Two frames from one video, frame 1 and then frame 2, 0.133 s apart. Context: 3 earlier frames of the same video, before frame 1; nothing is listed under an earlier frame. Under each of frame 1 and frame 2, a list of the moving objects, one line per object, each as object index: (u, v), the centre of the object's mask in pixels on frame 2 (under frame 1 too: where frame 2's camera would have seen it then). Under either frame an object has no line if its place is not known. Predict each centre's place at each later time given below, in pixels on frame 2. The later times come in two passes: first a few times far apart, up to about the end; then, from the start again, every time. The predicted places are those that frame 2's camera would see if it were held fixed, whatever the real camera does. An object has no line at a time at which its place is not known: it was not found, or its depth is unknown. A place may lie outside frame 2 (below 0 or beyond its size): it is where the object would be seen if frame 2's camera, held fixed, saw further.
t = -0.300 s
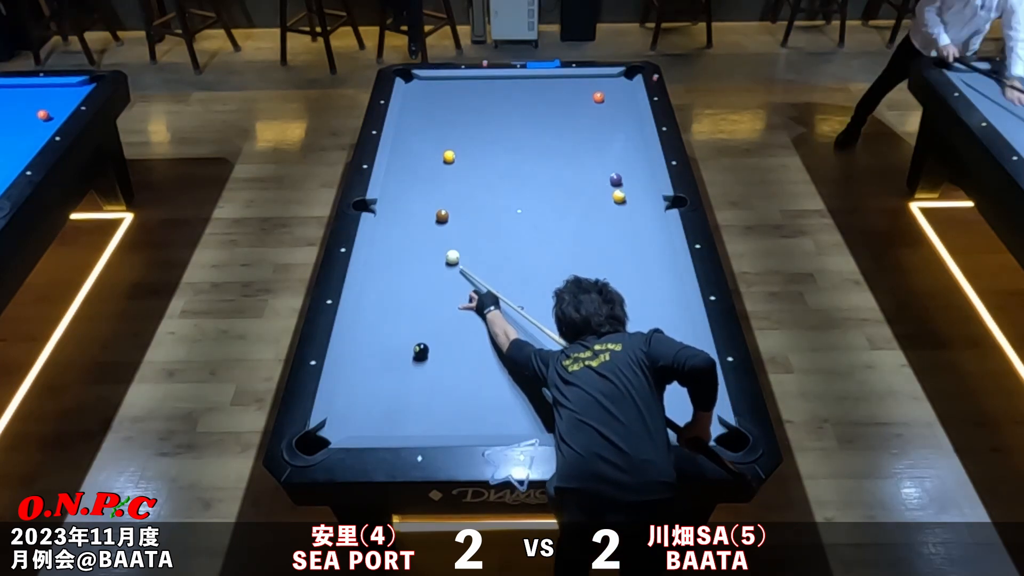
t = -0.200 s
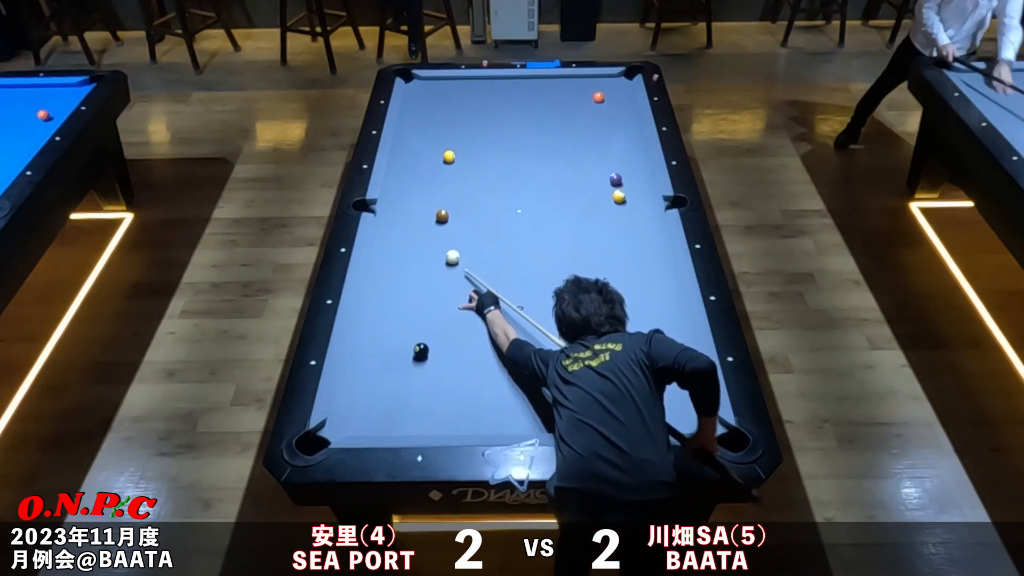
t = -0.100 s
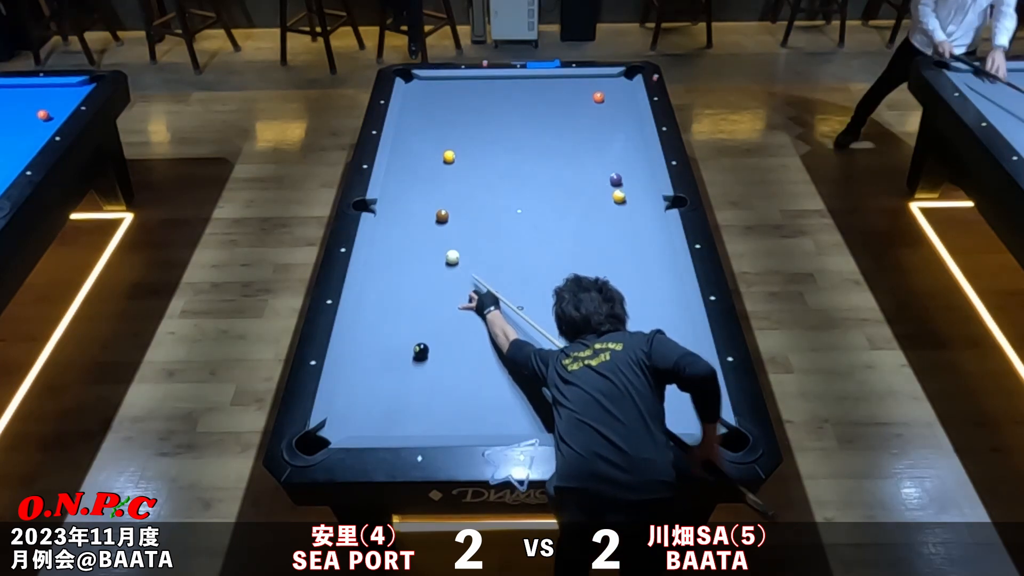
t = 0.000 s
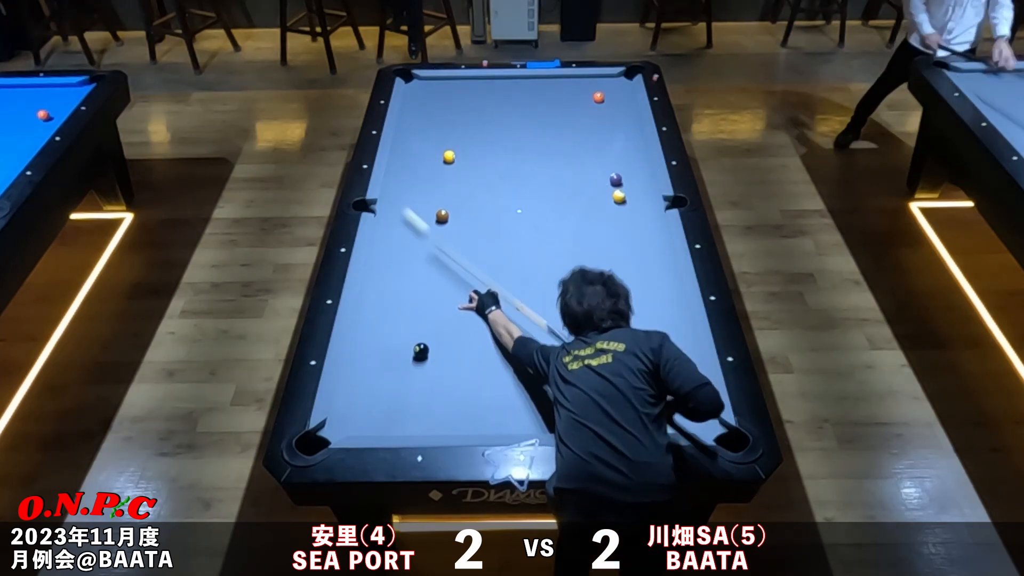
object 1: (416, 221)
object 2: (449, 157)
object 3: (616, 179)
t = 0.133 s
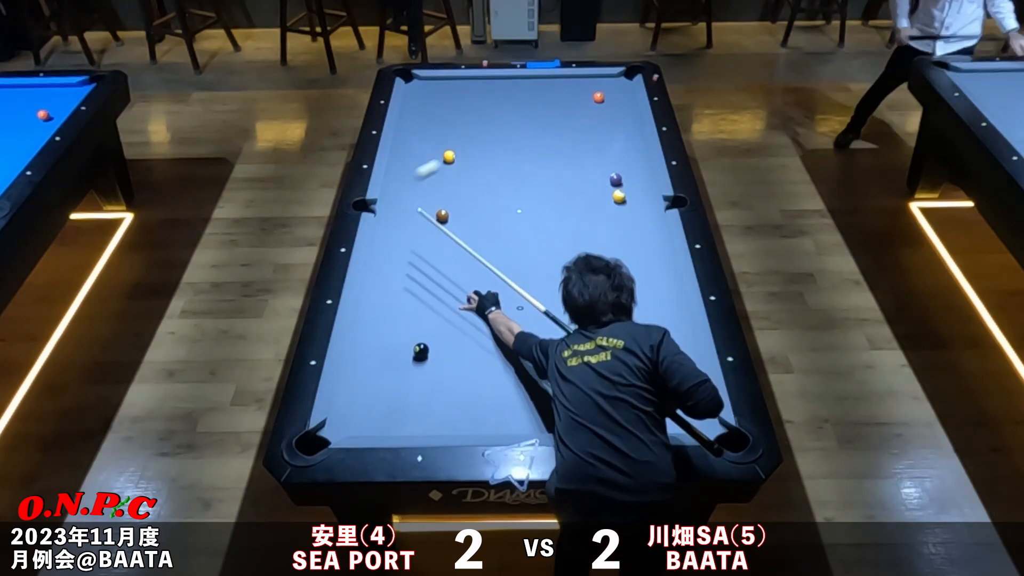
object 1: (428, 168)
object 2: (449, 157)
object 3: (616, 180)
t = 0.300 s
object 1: (452, 166)
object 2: (496, 121)
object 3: (616, 180)
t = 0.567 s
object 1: (471, 174)
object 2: (557, 79)
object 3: (616, 179)
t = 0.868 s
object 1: (492, 183)
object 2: (595, 108)
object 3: (616, 180)
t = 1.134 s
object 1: (509, 190)
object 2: (632, 132)
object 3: (616, 180)
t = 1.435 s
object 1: (528, 199)
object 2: (629, 160)
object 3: (616, 180)
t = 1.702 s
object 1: (544, 206)
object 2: (618, 175)
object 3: (610, 189)
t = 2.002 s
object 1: (562, 213)
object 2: (613, 182)
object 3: (595, 207)
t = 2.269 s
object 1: (568, 220)
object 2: (609, 188)
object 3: (588, 221)
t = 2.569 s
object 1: (560, 228)
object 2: (606, 193)
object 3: (595, 236)
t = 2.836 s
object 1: (554, 234)
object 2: (603, 197)
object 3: (602, 248)
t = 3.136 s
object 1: (548, 241)
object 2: (600, 200)
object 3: (609, 260)
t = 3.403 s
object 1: (543, 246)
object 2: (598, 203)
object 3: (615, 271)
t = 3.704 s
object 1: (539, 251)
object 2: (596, 204)
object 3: (622, 283)
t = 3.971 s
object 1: (535, 254)
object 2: (595, 205)
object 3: (628, 292)
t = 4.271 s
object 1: (532, 257)
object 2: (595, 205)
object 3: (633, 302)
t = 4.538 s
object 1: (531, 259)
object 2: (595, 205)
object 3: (637, 309)
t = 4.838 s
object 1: (530, 260)
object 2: (595, 205)
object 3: (642, 317)
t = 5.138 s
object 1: (529, 260)
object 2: (595, 205)
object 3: (644, 322)
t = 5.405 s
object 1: (529, 260)
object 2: (595, 205)
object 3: (647, 327)
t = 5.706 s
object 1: (529, 260)
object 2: (595, 205)
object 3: (649, 330)
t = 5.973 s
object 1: (529, 260)
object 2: (595, 205)
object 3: (650, 332)
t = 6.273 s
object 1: (529, 260)
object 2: (595, 205)
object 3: (651, 333)
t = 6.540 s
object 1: (530, 260)
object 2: (595, 205)
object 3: (651, 333)
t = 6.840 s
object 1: (529, 260)
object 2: (595, 205)
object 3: (651, 333)
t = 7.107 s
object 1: (529, 260)
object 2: (595, 205)
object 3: (651, 333)
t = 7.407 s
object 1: (529, 260)
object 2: (595, 205)
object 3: (651, 333)
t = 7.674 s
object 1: (529, 260)
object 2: (595, 205)
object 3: (651, 333)
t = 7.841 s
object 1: (529, 260)
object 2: (595, 205)
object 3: (651, 333)
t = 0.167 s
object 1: (441, 162)
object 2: (453, 153)
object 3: (616, 180)
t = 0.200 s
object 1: (445, 163)
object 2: (464, 145)
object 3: (616, 180)
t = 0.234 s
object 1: (448, 164)
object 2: (476, 137)
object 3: (616, 180)
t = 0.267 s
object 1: (450, 165)
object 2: (486, 129)
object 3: (616, 179)
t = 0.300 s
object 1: (452, 166)
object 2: (496, 121)
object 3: (616, 180)
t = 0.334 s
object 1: (455, 167)
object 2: (506, 114)
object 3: (616, 179)
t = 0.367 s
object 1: (457, 168)
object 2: (515, 107)
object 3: (616, 179)
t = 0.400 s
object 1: (460, 169)
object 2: (523, 101)
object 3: (616, 180)
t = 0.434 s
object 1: (462, 170)
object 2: (531, 95)
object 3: (616, 180)
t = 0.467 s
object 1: (464, 171)
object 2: (539, 89)
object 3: (616, 180)
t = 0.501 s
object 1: (467, 172)
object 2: (546, 83)
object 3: (616, 180)
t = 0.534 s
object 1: (469, 173)
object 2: (553, 79)
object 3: (616, 180)
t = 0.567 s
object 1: (471, 174)
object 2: (557, 79)
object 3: (616, 179)
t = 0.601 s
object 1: (474, 175)
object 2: (562, 83)
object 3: (616, 179)
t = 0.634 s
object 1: (476, 176)
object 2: (566, 86)
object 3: (616, 180)
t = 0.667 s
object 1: (478, 177)
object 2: (570, 90)
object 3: (616, 180)
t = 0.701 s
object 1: (481, 178)
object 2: (574, 93)
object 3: (616, 180)
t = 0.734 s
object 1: (483, 179)
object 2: (578, 96)
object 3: (616, 180)
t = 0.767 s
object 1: (485, 180)
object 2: (583, 99)
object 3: (616, 180)
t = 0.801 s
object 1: (487, 181)
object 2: (587, 102)
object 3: (616, 180)
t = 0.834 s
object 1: (490, 182)
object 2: (591, 105)
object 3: (616, 180)
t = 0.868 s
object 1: (492, 183)
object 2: (595, 108)
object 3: (616, 180)
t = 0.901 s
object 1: (494, 184)
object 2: (600, 110)
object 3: (616, 180)
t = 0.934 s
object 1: (496, 185)
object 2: (604, 113)
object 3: (616, 180)
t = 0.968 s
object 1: (498, 186)
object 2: (608, 117)
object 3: (616, 179)
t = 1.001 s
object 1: (501, 187)
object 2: (613, 120)
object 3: (616, 180)
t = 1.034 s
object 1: (503, 188)
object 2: (617, 122)
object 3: (616, 180)
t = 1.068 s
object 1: (505, 189)
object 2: (622, 126)
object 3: (616, 180)
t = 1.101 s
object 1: (507, 189)
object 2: (627, 129)
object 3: (616, 180)
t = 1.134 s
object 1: (509, 190)
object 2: (632, 132)
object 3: (616, 180)
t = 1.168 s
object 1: (512, 191)
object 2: (636, 135)
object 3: (616, 180)
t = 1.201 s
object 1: (514, 192)
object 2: (641, 139)
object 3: (616, 180)
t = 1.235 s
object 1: (516, 193)
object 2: (639, 142)
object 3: (616, 180)
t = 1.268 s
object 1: (518, 194)
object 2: (638, 145)
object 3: (616, 180)
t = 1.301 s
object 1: (520, 195)
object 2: (636, 147)
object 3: (616, 180)
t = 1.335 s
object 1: (522, 196)
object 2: (634, 151)
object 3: (616, 179)
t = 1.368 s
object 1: (524, 197)
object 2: (632, 154)
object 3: (616, 180)
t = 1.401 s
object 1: (526, 198)
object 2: (630, 157)
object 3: (616, 179)
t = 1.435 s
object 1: (528, 199)
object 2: (629, 160)
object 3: (616, 180)
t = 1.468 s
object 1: (530, 200)
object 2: (626, 163)
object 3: (616, 180)
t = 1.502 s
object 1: (532, 200)
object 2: (625, 166)
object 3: (616, 180)
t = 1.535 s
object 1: (535, 201)
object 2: (623, 168)
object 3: (616, 180)
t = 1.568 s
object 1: (536, 202)
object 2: (621, 171)
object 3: (615, 180)
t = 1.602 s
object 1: (539, 203)
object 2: (620, 173)
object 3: (614, 182)
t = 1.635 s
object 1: (541, 204)
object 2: (619, 174)
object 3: (613, 184)
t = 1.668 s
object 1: (543, 205)
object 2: (618, 175)
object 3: (611, 186)
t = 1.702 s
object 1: (544, 206)
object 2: (618, 175)
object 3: (610, 189)
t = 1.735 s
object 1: (546, 206)
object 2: (617, 176)
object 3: (608, 191)
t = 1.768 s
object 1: (548, 207)
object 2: (617, 177)
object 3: (607, 193)
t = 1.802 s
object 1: (550, 208)
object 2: (616, 178)
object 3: (606, 195)
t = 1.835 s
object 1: (552, 209)
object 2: (616, 179)
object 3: (604, 197)
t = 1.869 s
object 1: (554, 210)
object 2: (615, 179)
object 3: (602, 199)
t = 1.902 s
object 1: (556, 211)
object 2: (615, 180)
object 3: (600, 201)
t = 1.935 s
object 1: (558, 211)
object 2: (614, 181)
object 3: (598, 203)
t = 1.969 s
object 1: (560, 212)
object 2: (614, 182)
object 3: (596, 205)
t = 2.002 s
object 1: (562, 213)
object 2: (613, 182)
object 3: (595, 207)
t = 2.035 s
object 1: (564, 214)
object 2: (613, 183)
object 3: (593, 209)
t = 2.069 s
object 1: (565, 215)
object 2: (612, 184)
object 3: (591, 211)
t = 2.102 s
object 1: (567, 215)
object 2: (612, 184)
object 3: (589, 213)
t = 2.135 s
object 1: (569, 216)
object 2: (611, 185)
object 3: (587, 214)
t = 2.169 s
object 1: (571, 217)
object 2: (611, 186)
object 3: (585, 216)
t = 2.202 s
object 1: (570, 218)
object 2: (610, 187)
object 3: (586, 218)
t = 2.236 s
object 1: (569, 219)
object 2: (610, 187)
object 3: (587, 220)
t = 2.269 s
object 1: (568, 220)
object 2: (609, 188)
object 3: (588, 221)
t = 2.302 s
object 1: (567, 221)
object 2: (609, 188)
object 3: (588, 223)
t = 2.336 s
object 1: (566, 222)
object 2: (609, 189)
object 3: (589, 224)
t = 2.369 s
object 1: (565, 222)
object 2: (608, 190)
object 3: (590, 226)
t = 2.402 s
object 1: (565, 223)
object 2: (608, 190)
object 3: (591, 228)
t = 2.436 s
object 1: (564, 224)
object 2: (607, 191)
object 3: (592, 229)
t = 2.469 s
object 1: (563, 225)
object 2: (607, 192)
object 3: (593, 231)
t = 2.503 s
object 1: (562, 226)
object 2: (606, 192)
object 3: (593, 232)
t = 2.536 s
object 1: (561, 227)
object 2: (606, 193)
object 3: (594, 234)
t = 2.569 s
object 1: (560, 228)
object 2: (606, 193)
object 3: (595, 236)
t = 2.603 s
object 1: (560, 229)
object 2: (605, 194)
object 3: (596, 237)
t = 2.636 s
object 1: (559, 230)
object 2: (605, 194)
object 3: (597, 239)
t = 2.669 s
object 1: (558, 230)
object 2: (604, 195)
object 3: (598, 241)
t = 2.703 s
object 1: (557, 231)
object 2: (604, 195)
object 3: (599, 242)
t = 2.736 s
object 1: (557, 232)
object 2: (604, 196)
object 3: (599, 243)
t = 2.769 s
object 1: (556, 233)
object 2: (603, 196)
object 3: (600, 245)
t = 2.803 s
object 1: (555, 234)
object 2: (603, 197)
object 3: (601, 246)
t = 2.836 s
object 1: (554, 234)
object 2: (603, 197)
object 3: (602, 248)
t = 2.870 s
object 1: (554, 235)
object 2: (602, 198)
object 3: (602, 249)
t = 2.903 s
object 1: (553, 236)
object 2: (602, 198)
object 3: (603, 251)
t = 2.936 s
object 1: (552, 237)
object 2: (602, 198)
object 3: (604, 252)
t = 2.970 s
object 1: (552, 237)
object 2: (601, 199)
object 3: (605, 254)
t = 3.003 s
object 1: (551, 238)
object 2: (601, 199)
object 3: (606, 255)
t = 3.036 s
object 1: (550, 239)
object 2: (600, 199)
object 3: (607, 257)
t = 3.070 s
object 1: (550, 240)
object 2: (600, 200)
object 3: (607, 258)
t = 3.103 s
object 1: (549, 240)
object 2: (600, 200)
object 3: (608, 259)
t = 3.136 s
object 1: (548, 241)
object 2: (600, 200)
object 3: (609, 260)
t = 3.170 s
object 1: (548, 242)
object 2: (599, 201)
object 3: (610, 262)
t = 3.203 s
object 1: (547, 242)
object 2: (599, 201)
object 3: (610, 263)
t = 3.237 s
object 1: (546, 243)
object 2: (599, 201)
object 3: (612, 265)
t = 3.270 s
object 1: (546, 244)
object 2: (598, 202)
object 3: (612, 266)
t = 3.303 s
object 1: (545, 244)
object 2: (598, 202)
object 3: (613, 268)
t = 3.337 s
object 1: (545, 245)
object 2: (598, 202)
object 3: (614, 269)
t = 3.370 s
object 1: (544, 246)
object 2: (598, 202)
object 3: (615, 270)
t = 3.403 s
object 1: (543, 246)
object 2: (598, 203)
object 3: (615, 271)
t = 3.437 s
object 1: (543, 247)
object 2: (597, 203)
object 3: (616, 273)
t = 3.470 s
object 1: (542, 247)
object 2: (597, 203)
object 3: (617, 274)
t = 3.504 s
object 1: (542, 248)
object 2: (597, 203)
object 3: (618, 275)
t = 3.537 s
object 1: (541, 248)
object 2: (597, 203)
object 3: (618, 277)
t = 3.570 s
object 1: (541, 249)
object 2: (597, 204)
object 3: (619, 278)
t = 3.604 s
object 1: (540, 250)
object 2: (596, 204)
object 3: (620, 279)
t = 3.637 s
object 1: (540, 250)
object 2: (596, 204)
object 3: (621, 280)
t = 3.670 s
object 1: (539, 250)
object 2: (596, 204)
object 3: (621, 282)
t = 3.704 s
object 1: (539, 251)
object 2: (596, 204)
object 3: (622, 283)
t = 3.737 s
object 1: (538, 251)
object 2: (596, 205)
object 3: (623, 284)
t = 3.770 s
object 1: (538, 252)
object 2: (596, 205)
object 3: (624, 285)
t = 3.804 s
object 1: (537, 252)
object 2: (596, 205)
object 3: (624, 287)
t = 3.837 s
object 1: (537, 253)
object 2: (596, 205)
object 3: (625, 288)
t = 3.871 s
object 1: (537, 253)
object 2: (596, 205)
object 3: (626, 289)
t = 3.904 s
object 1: (536, 254)
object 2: (595, 205)
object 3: (626, 290)
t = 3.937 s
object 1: (536, 254)
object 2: (595, 205)
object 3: (627, 291)
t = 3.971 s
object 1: (535, 254)
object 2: (595, 205)
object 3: (628, 292)
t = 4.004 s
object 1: (535, 255)
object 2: (595, 205)
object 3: (628, 293)
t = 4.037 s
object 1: (535, 255)
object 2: (595, 205)
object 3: (629, 294)
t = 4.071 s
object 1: (534, 255)
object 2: (595, 205)
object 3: (630, 295)
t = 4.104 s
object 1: (534, 256)
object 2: (595, 205)
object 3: (630, 296)
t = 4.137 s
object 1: (533, 256)
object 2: (595, 205)
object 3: (631, 297)
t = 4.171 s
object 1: (533, 256)
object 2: (595, 205)
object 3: (631, 299)
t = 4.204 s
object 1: (533, 257)
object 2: (595, 205)
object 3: (632, 300)
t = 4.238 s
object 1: (533, 257)
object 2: (595, 205)
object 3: (633, 301)
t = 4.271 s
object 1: (532, 257)
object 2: (595, 205)
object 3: (633, 302)
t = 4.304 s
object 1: (532, 257)
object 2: (595, 205)
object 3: (634, 303)
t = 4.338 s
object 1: (532, 258)
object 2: (595, 205)
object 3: (634, 304)
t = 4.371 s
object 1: (532, 258)
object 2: (595, 205)
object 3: (635, 304)
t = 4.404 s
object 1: (532, 258)
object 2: (595, 205)
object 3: (635, 305)
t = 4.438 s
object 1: (531, 258)
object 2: (595, 205)
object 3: (636, 306)
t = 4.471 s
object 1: (531, 259)
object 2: (595, 205)
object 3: (636, 307)
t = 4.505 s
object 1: (531, 259)
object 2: (595, 205)
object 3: (637, 308)
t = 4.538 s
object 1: (531, 259)
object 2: (595, 205)
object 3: (637, 309)
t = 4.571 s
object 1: (531, 259)
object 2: (595, 205)
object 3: (638, 310)
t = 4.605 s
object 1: (530, 259)
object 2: (595, 205)
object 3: (638, 311)
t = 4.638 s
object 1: (530, 259)
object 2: (595, 205)
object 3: (639, 312)
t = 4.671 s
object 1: (530, 260)
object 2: (595, 205)
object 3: (639, 312)
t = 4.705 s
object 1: (530, 260)
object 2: (595, 205)
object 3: (640, 313)
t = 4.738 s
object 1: (530, 260)
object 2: (595, 205)
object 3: (640, 314)
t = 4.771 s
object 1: (530, 260)
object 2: (595, 205)
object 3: (641, 315)
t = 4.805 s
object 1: (530, 260)
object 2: (595, 205)
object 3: (641, 316)
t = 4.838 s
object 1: (530, 260)
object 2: (595, 205)
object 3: (642, 317)
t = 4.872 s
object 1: (530, 260)
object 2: (595, 205)
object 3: (642, 317)
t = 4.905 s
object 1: (530, 260)
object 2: (595, 205)
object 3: (642, 318)
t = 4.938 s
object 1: (529, 260)
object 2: (595, 205)
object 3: (643, 319)
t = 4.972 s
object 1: (529, 260)
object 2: (595, 205)
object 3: (643, 319)
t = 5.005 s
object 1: (529, 260)
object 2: (595, 205)
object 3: (643, 320)
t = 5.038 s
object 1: (529, 260)
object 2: (595, 205)
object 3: (644, 321)
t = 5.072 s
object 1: (529, 260)
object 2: (595, 205)
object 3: (644, 321)
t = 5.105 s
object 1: (529, 260)
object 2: (595, 205)
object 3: (644, 322)
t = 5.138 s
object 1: (529, 260)
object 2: (595, 205)
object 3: (644, 322)
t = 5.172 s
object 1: (529, 260)
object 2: (595, 205)
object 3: (645, 323)
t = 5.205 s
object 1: (529, 260)
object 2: (595, 205)
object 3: (645, 324)
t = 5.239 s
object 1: (529, 260)
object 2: (595, 205)
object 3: (645, 324)
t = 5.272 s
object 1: (529, 260)
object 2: (595, 205)
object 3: (646, 325)
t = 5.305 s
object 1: (529, 260)
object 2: (595, 205)
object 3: (646, 325)
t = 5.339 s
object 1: (529, 260)
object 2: (595, 205)
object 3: (646, 326)
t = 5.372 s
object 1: (530, 260)
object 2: (595, 205)
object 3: (647, 326)
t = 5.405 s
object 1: (529, 260)
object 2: (595, 205)
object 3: (647, 327)
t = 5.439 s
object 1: (529, 260)
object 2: (595, 205)
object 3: (647, 327)
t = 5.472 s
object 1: (529, 260)
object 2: (595, 205)
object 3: (647, 328)
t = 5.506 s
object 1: (529, 260)
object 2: (595, 205)
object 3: (647, 328)
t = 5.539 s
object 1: (529, 260)
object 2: (595, 205)
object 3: (648, 329)
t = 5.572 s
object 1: (529, 260)
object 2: (595, 205)
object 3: (648, 329)
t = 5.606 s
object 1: (529, 260)
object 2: (595, 205)
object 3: (648, 329)
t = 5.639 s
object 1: (529, 260)
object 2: (595, 205)
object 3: (648, 330)
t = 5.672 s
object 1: (529, 260)
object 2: (595, 205)
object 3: (649, 330)
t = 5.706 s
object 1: (529, 260)
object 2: (595, 205)
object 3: (649, 330)
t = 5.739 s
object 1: (530, 260)
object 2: (595, 205)
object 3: (649, 331)
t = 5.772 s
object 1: (529, 260)
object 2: (595, 205)
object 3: (649, 331)
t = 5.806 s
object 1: (529, 260)
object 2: (595, 205)
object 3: (649, 331)
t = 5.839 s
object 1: (529, 260)
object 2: (595, 205)
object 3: (649, 332)
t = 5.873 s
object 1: (529, 260)
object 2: (595, 205)
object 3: (649, 332)
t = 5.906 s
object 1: (529, 260)
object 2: (595, 205)
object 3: (649, 332)
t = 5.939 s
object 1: (529, 260)
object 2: (595, 205)
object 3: (650, 332)
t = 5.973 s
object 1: (529, 260)
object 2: (595, 205)
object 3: (650, 332)
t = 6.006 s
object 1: (529, 260)
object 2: (595, 205)
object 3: (650, 333)
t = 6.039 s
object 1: (529, 260)
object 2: (595, 205)
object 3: (650, 333)
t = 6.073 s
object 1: (529, 260)
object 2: (595, 205)
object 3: (650, 333)
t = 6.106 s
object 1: (529, 260)
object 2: (595, 205)
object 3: (650, 333)
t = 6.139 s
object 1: (529, 260)
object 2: (595, 205)
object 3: (651, 333)
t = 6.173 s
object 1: (529, 260)
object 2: (595, 205)
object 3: (651, 333)
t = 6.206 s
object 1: (529, 260)
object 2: (595, 205)
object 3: (651, 333)
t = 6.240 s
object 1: (529, 260)
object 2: (595, 205)
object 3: (651, 333)
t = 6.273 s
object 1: (529, 260)
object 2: (595, 205)
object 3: (651, 333)
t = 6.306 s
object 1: (529, 260)
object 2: (595, 205)
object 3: (651, 333)
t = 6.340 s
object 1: (529, 260)
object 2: (595, 205)
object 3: (651, 333)
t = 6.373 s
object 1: (529, 260)
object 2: (595, 205)
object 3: (651, 333)
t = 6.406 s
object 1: (529, 260)
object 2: (595, 205)
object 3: (651, 333)
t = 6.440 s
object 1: (529, 260)
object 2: (595, 205)
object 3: (651, 333)
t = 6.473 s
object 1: (529, 260)
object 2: (595, 205)
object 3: (651, 333)
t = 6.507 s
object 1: (530, 260)
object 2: (595, 205)
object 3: (651, 333)
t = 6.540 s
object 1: (530, 260)
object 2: (595, 205)
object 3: (651, 333)
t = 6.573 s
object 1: (529, 260)
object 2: (595, 205)
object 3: (651, 333)
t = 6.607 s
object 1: (529, 260)
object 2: (595, 205)
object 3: (651, 333)
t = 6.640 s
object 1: (530, 260)
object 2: (595, 205)
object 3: (651, 333)
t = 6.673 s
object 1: (530, 260)
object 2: (595, 205)
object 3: (651, 333)
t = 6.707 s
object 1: (529, 260)
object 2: (595, 205)
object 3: (651, 333)
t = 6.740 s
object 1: (529, 260)
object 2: (595, 205)
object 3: (651, 333)
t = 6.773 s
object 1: (529, 260)
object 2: (595, 205)
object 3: (651, 333)
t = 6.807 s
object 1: (529, 260)
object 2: (595, 205)
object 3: (651, 333)
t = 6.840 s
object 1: (529, 260)
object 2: (595, 205)
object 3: (651, 333)
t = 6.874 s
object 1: (529, 260)
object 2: (595, 205)
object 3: (651, 333)
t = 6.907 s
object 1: (529, 260)
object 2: (595, 205)
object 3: (651, 333)
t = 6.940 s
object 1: (529, 260)
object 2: (595, 205)
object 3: (651, 333)
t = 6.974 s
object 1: (529, 260)
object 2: (595, 205)
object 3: (651, 333)
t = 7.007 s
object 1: (529, 260)
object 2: (595, 205)
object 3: (651, 333)
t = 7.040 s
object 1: (529, 260)
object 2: (595, 205)
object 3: (651, 333)
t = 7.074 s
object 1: (530, 260)
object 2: (595, 205)
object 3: (651, 333)
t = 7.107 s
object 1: (529, 260)
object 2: (595, 205)
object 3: (651, 333)
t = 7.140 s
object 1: (529, 260)
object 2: (595, 205)
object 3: (651, 333)
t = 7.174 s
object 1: (529, 260)
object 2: (595, 205)
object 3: (651, 333)
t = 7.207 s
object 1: (529, 260)
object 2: (595, 205)
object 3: (651, 333)
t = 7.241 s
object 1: (529, 260)
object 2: (595, 205)
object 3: (651, 333)
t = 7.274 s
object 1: (529, 260)
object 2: (595, 205)
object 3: (651, 333)
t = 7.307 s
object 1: (529, 260)
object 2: (595, 205)
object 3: (651, 333)
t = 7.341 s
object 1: (529, 260)
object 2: (595, 205)
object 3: (651, 333)
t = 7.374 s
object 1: (529, 260)
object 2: (595, 205)
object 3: (651, 333)
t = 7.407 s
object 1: (529, 260)
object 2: (595, 205)
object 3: (651, 333)
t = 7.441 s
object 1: (529, 260)
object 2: (595, 205)
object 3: (651, 333)
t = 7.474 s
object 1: (529, 260)
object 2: (595, 205)
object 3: (651, 333)
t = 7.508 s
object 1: (529, 260)
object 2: (595, 205)
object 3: (651, 333)
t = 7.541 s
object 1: (529, 260)
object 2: (595, 205)
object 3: (651, 333)
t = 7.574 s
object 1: (529, 260)
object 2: (595, 205)
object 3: (651, 333)
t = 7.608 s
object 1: (529, 260)
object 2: (595, 205)
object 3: (651, 333)
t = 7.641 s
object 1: (529, 260)
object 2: (595, 205)
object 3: (651, 333)
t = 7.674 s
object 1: (529, 260)
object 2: (595, 205)
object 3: (651, 333)
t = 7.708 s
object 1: (529, 260)
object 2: (595, 205)
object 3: (651, 333)
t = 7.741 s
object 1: (529, 260)
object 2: (595, 205)
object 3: (651, 333)
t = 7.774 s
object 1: (529, 260)
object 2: (595, 205)
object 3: (651, 333)
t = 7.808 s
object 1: (529, 260)
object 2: (595, 205)
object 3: (651, 333)
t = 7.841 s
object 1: (529, 260)
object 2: (595, 205)
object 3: (651, 333)
